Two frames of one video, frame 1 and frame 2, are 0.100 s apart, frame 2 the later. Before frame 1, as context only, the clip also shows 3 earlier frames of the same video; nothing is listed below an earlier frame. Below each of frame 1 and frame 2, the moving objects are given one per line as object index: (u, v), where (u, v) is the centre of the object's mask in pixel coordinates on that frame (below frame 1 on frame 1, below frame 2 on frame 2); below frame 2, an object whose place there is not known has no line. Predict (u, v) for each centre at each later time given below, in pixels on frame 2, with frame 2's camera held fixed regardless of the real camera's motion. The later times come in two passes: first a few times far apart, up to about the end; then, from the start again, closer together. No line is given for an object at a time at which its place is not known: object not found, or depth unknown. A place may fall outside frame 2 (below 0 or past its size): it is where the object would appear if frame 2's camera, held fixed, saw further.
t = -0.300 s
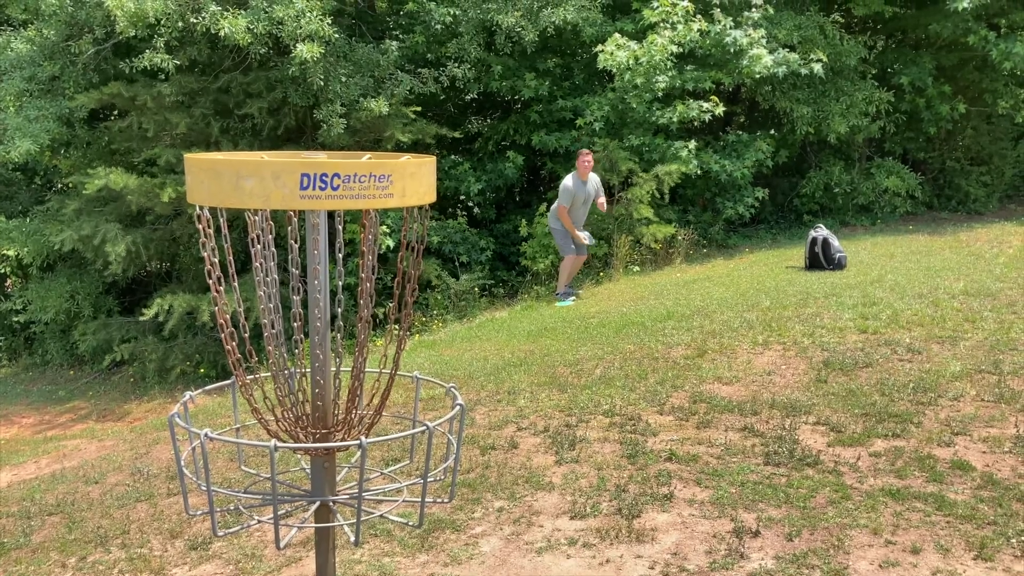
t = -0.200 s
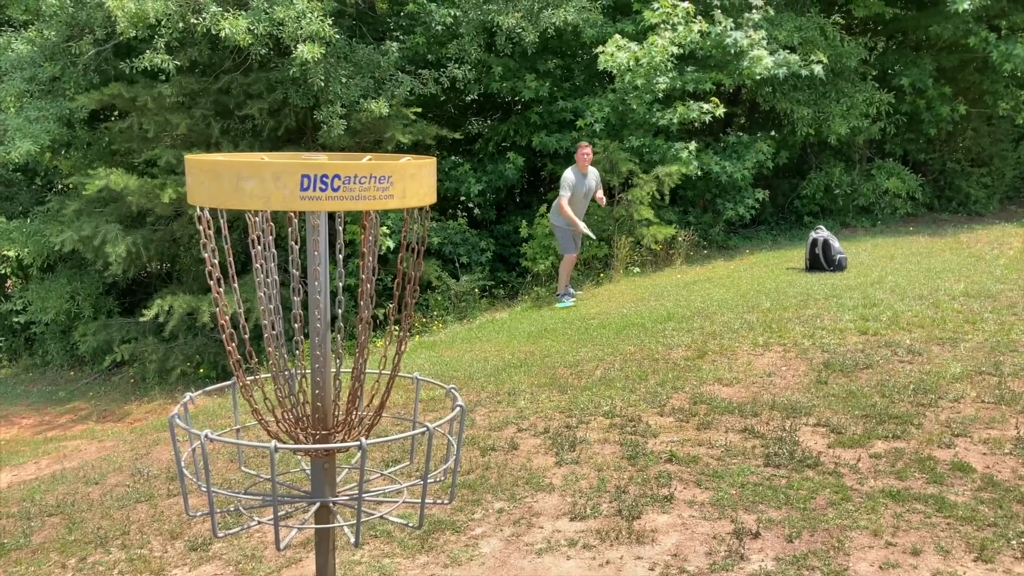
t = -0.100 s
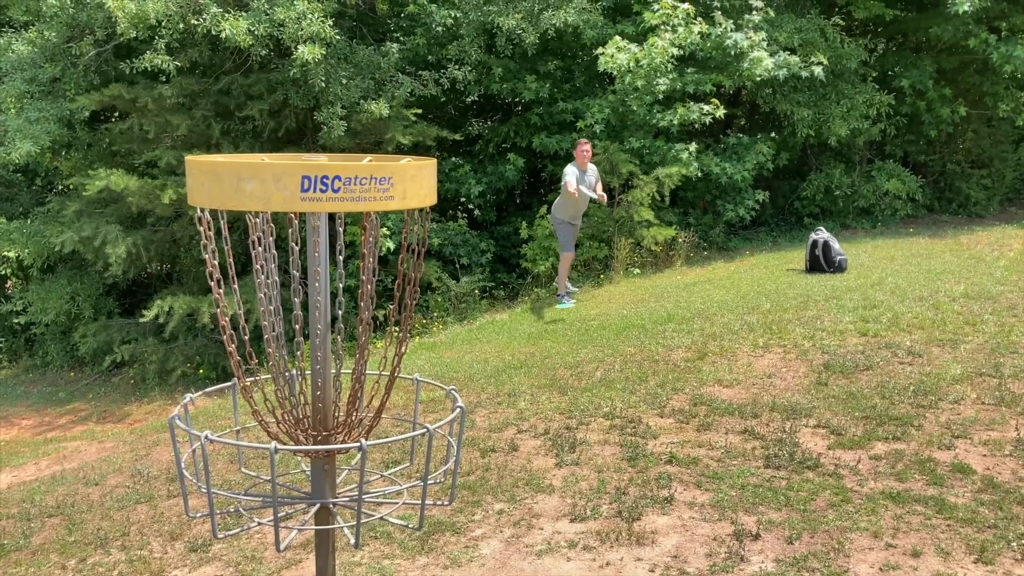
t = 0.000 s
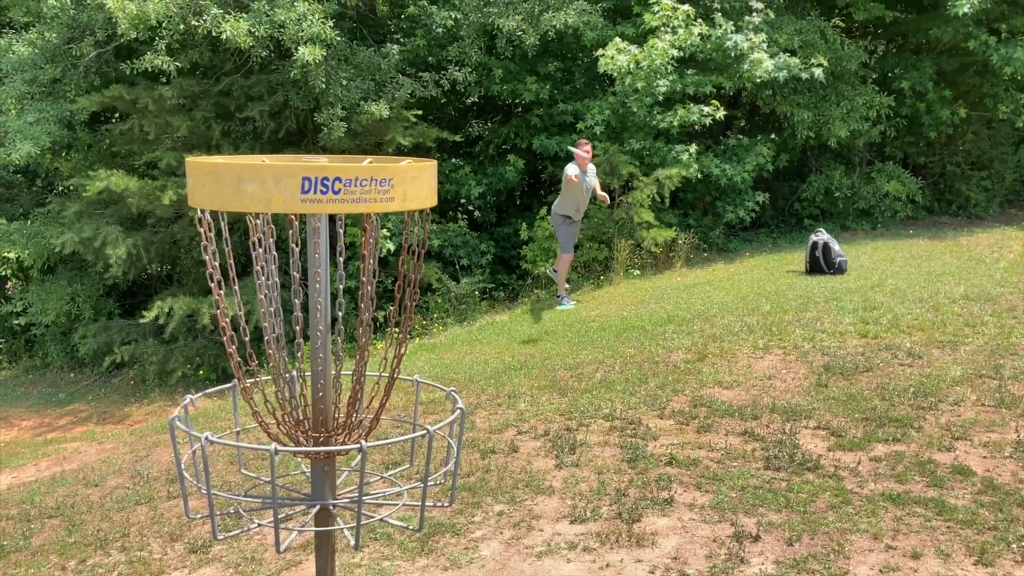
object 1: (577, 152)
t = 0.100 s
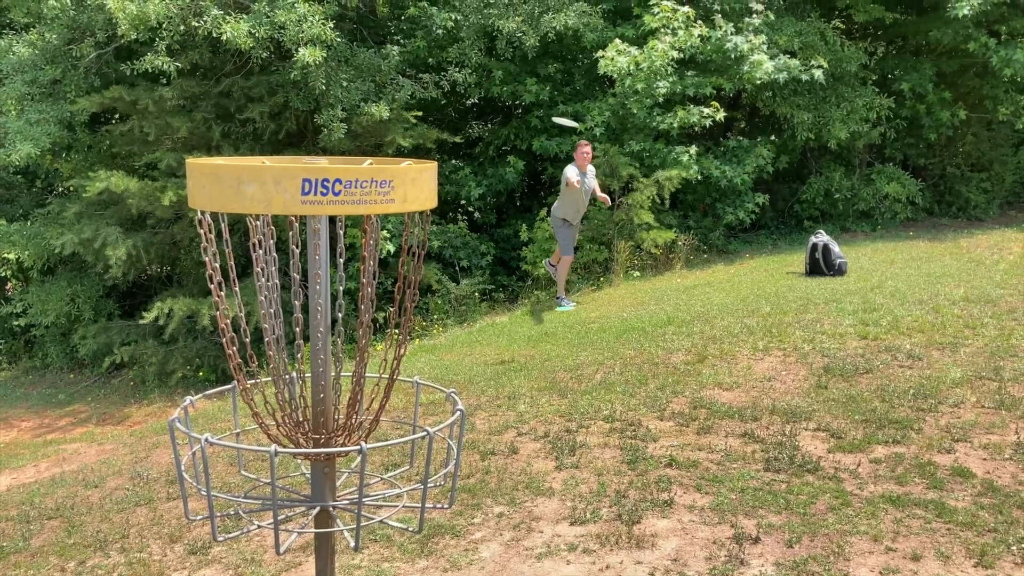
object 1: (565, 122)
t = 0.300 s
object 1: (524, 84)
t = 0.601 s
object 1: (416, 108)
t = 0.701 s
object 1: (345, 152)
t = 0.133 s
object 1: (559, 113)
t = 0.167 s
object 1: (553, 105)
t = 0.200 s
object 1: (547, 99)
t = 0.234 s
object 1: (540, 93)
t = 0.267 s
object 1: (532, 88)
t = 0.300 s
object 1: (524, 84)
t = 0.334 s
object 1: (516, 81)
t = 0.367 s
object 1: (506, 79)
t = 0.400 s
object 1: (496, 78)
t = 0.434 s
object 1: (486, 80)
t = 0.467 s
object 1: (474, 81)
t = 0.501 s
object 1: (462, 85)
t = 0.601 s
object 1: (416, 108)
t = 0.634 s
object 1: (397, 121)
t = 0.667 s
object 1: (377, 137)
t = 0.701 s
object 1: (345, 152)
